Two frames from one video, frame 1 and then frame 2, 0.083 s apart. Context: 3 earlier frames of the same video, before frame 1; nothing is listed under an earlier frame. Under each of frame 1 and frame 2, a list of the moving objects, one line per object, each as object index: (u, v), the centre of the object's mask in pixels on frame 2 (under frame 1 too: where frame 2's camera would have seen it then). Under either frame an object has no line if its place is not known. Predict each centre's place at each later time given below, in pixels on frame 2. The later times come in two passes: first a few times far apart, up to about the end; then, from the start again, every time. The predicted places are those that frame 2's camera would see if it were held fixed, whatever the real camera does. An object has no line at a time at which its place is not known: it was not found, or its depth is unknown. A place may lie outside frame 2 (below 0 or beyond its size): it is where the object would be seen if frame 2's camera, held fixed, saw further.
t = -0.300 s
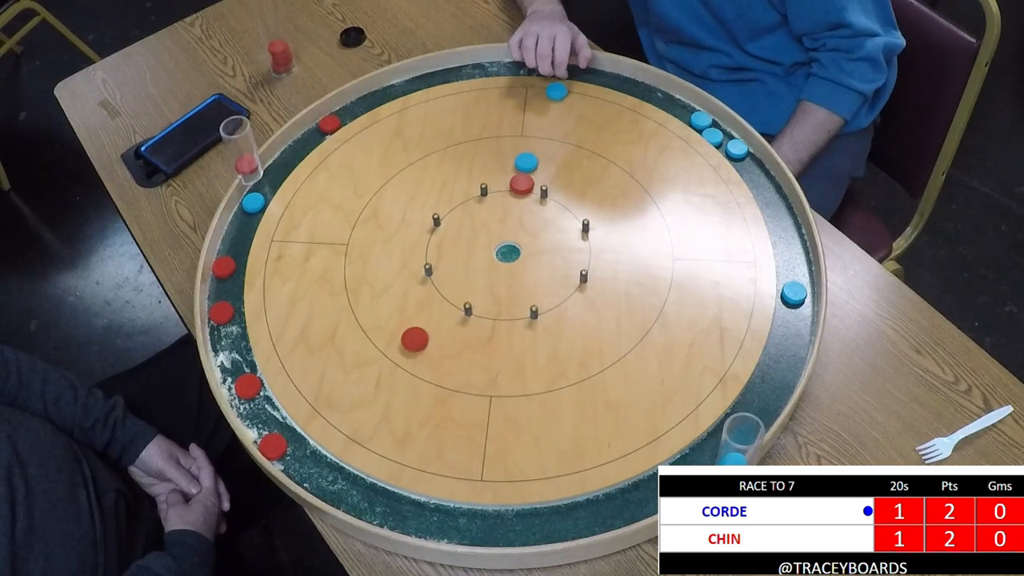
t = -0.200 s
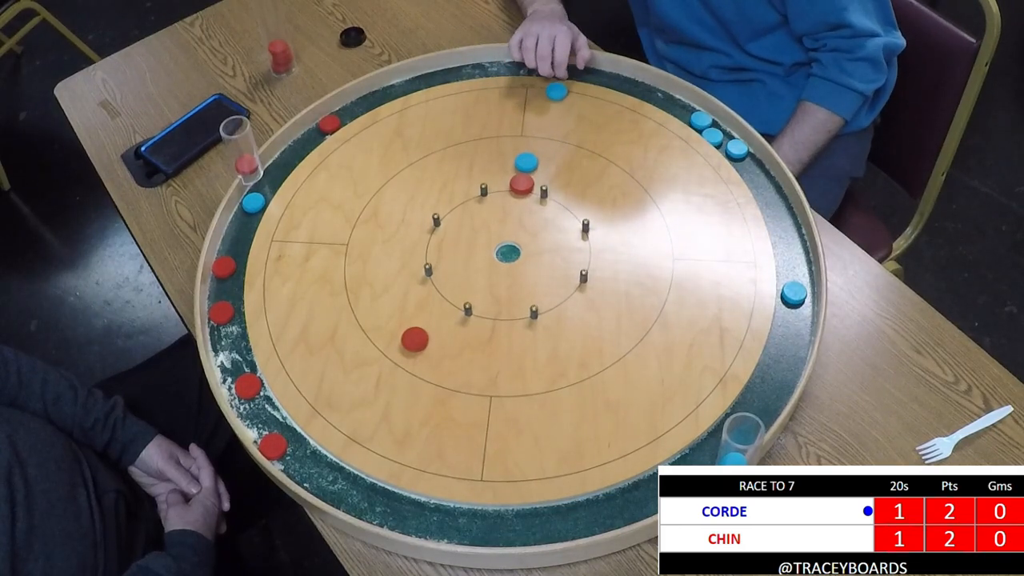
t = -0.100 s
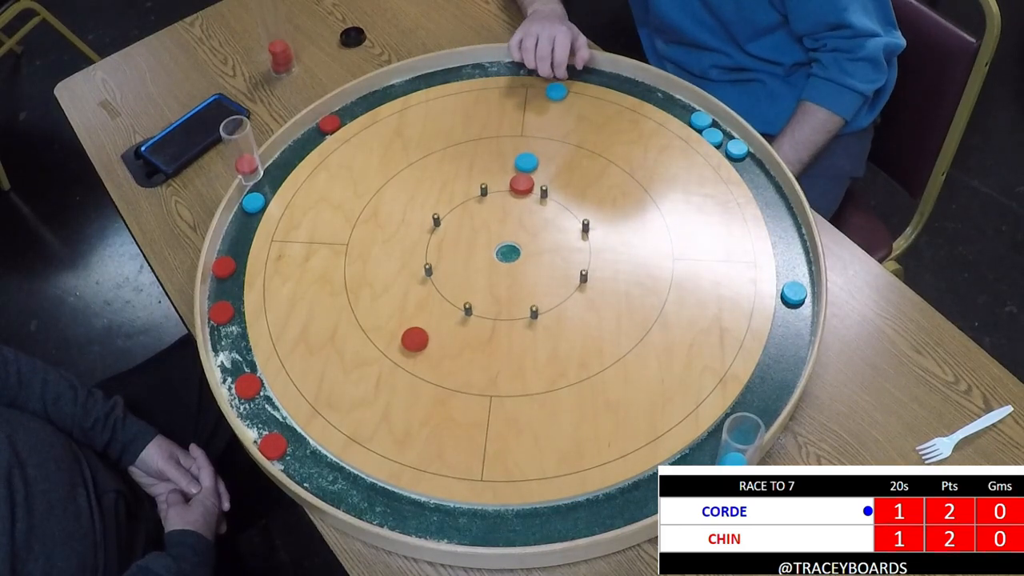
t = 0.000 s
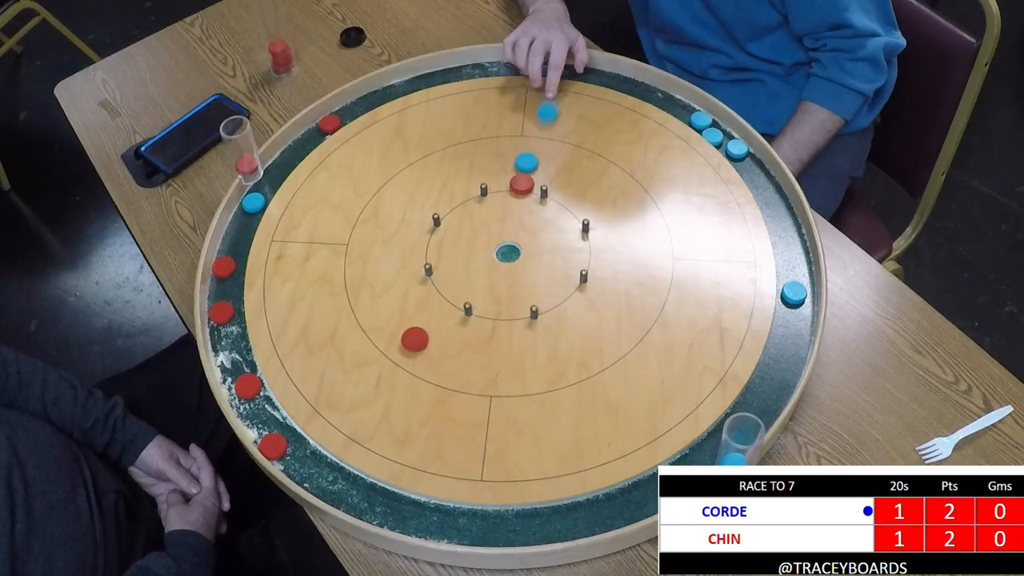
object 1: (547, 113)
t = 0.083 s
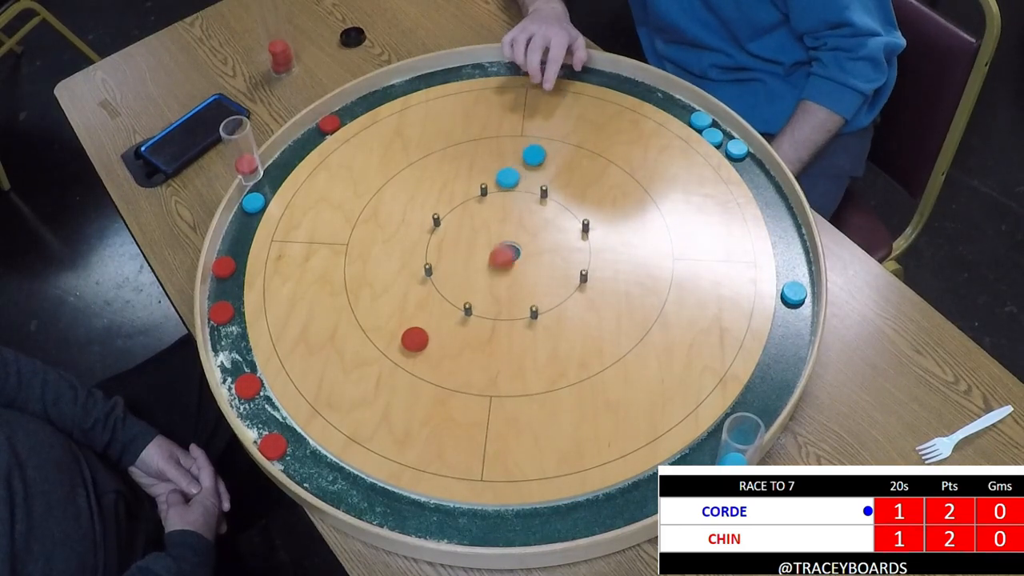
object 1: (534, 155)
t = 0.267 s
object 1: (548, 180)
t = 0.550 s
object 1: (590, 205)
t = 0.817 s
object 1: (600, 214)
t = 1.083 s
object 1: (600, 214)
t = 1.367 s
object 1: (600, 214)
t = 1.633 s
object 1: (600, 214)
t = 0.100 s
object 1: (534, 160)
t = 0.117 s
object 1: (534, 161)
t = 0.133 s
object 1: (534, 163)
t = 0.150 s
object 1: (533, 166)
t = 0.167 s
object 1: (533, 170)
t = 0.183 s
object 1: (533, 171)
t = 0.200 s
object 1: (535, 174)
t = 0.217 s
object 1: (538, 176)
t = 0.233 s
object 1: (542, 177)
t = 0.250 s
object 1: (545, 179)
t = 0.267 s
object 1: (548, 180)
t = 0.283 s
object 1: (552, 182)
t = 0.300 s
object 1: (555, 183)
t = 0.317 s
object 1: (557, 185)
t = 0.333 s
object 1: (560, 187)
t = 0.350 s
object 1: (563, 188)
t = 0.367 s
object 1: (565, 190)
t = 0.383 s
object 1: (568, 191)
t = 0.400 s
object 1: (571, 193)
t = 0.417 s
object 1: (573, 194)
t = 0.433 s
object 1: (575, 196)
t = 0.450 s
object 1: (578, 197)
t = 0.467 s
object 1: (580, 198)
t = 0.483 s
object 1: (582, 200)
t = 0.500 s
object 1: (585, 201)
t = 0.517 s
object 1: (586, 203)
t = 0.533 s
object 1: (588, 204)
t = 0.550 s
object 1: (590, 205)
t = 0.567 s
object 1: (591, 206)
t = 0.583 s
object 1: (593, 208)
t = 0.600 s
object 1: (594, 209)
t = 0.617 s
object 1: (596, 210)
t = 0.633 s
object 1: (597, 211)
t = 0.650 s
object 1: (597, 211)
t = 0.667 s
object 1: (598, 212)
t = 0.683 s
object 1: (599, 212)
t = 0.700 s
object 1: (599, 213)
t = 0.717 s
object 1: (599, 213)
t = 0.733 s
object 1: (600, 213)
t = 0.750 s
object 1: (600, 214)
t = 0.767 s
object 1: (600, 214)
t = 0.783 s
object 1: (600, 214)
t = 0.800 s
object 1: (600, 214)
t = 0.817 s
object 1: (600, 214)
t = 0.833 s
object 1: (600, 214)
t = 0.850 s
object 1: (600, 214)
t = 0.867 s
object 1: (600, 214)
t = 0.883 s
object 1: (600, 214)
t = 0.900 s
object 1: (600, 214)
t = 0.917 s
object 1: (600, 214)
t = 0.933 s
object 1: (600, 214)
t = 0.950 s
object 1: (600, 214)
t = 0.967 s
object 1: (600, 214)
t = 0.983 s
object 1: (600, 214)
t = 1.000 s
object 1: (600, 214)
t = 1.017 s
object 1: (600, 214)
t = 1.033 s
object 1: (600, 214)
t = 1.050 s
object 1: (600, 214)
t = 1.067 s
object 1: (600, 214)
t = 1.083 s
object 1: (600, 214)
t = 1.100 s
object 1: (600, 214)
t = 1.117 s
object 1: (600, 214)
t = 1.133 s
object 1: (600, 214)
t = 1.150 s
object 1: (600, 214)
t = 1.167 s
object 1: (600, 214)
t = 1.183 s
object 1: (600, 214)
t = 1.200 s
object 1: (600, 214)
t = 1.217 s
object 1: (600, 214)
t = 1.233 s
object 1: (600, 214)
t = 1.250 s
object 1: (600, 214)
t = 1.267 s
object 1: (600, 214)
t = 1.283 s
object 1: (600, 214)
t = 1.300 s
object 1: (600, 214)
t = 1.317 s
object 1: (600, 214)
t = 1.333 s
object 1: (600, 214)
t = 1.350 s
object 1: (600, 214)
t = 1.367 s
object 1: (600, 214)
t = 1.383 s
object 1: (600, 214)
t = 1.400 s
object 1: (600, 214)
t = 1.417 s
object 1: (600, 214)
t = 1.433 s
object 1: (600, 214)
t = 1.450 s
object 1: (600, 214)
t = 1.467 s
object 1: (600, 214)
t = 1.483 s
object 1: (600, 214)
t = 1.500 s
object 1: (600, 214)
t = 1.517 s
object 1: (600, 214)
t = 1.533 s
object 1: (600, 214)
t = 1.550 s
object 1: (600, 214)
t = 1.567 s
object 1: (600, 214)
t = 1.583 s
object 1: (600, 214)
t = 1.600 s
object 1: (600, 214)
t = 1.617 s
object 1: (600, 214)
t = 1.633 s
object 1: (600, 214)
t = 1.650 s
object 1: (600, 214)
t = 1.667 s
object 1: (600, 214)
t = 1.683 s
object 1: (600, 214)
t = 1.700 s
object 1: (600, 214)
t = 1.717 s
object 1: (600, 214)
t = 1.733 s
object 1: (600, 214)
